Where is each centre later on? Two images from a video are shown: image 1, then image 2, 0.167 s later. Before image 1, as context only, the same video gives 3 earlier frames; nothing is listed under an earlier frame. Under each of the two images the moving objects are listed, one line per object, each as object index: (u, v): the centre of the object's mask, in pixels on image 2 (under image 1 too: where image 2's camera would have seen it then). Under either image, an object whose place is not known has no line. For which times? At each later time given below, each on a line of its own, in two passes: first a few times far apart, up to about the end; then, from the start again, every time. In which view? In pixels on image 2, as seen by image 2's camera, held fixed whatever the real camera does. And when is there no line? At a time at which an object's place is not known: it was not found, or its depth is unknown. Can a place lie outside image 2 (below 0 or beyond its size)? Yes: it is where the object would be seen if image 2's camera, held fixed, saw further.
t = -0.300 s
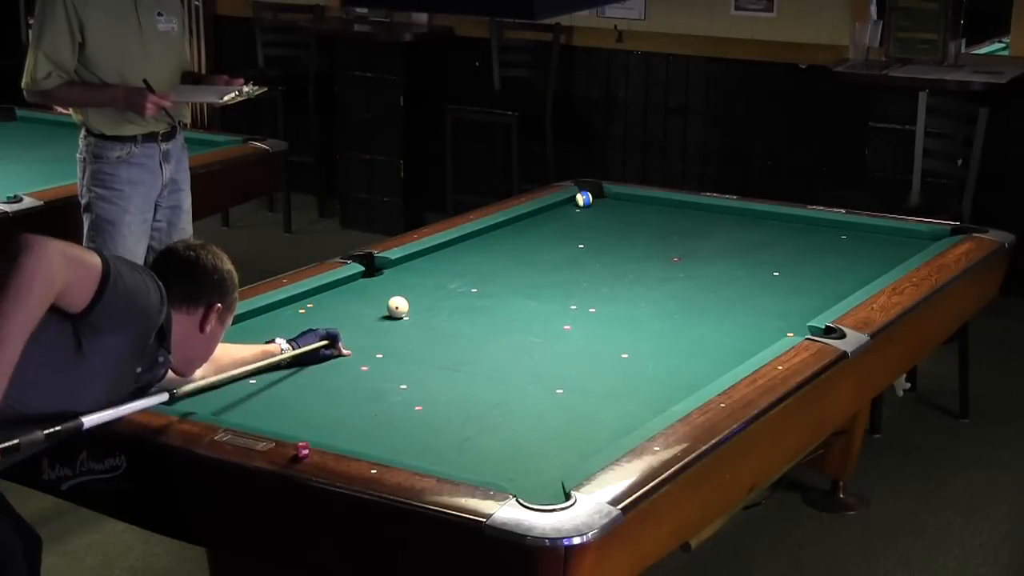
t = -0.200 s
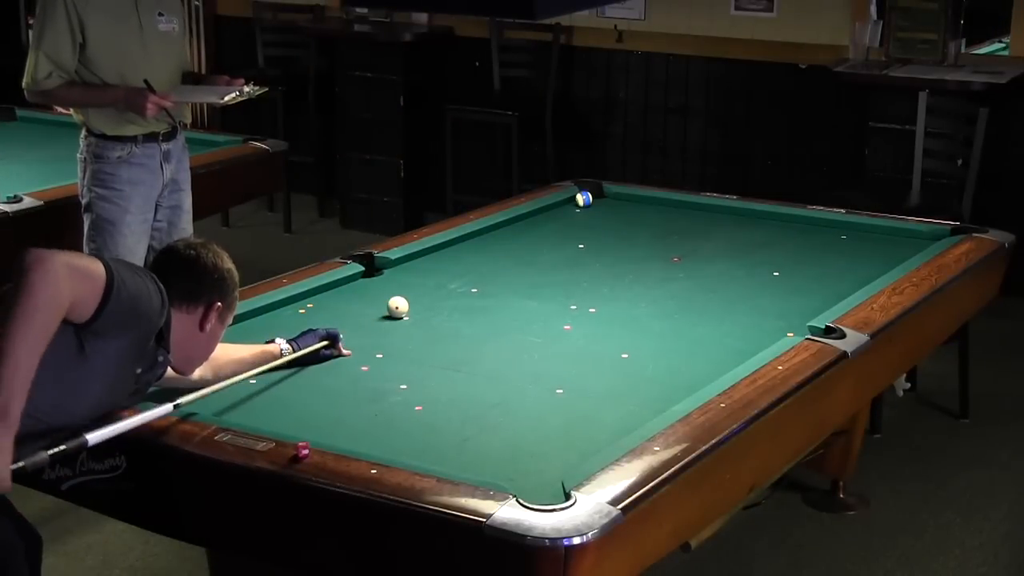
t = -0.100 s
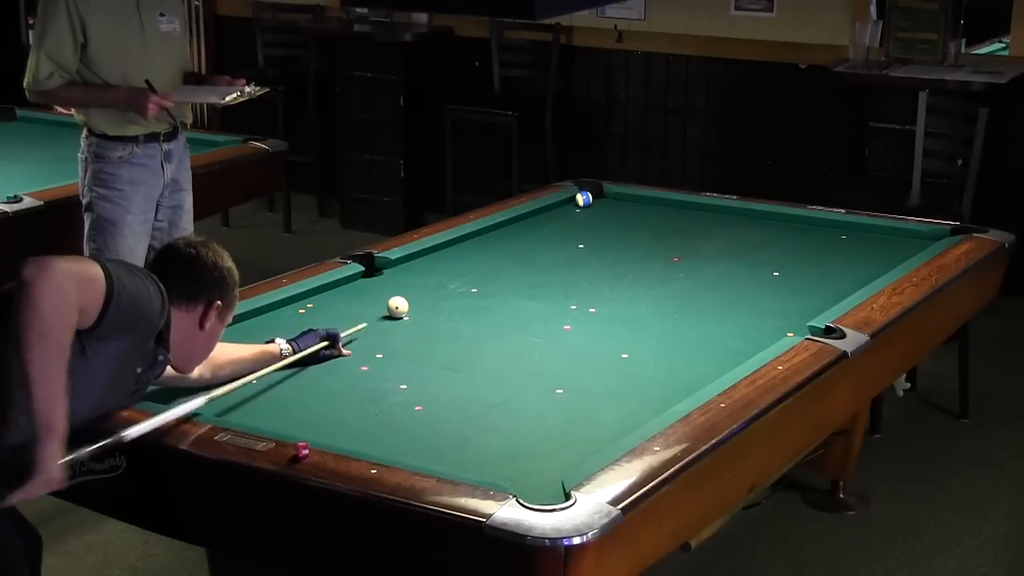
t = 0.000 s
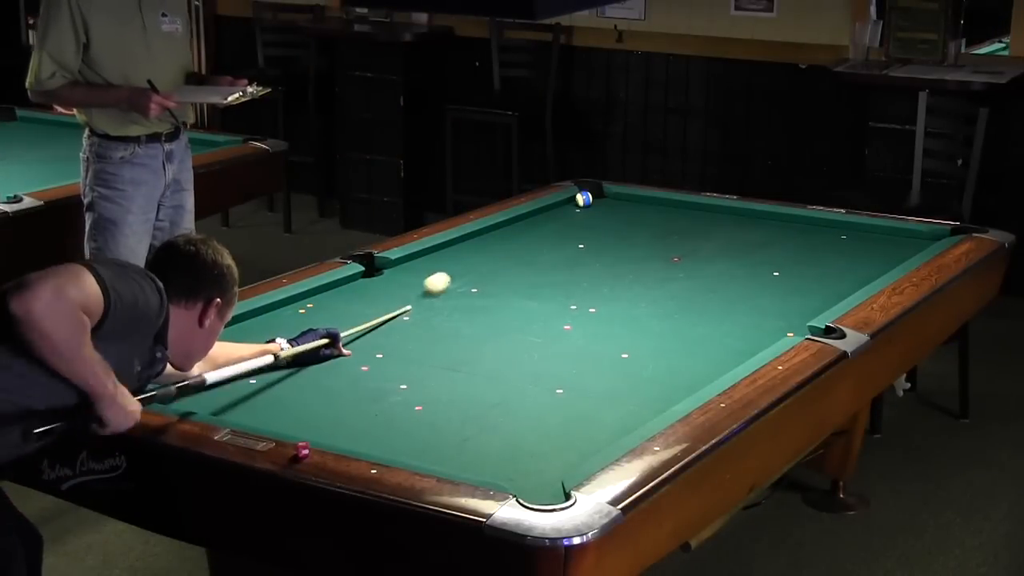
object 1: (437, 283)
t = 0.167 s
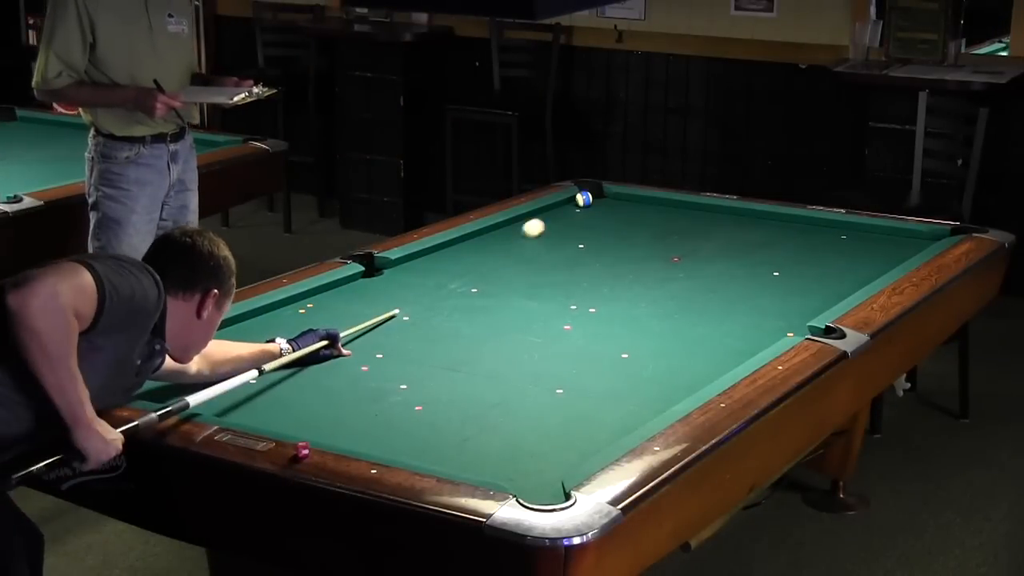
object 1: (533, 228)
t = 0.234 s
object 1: (562, 211)
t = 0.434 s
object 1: (576, 205)
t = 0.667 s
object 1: (570, 210)
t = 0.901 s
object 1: (564, 216)
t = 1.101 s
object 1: (559, 220)
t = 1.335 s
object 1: (553, 225)
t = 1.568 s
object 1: (548, 230)
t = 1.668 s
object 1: (545, 232)
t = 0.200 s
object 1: (548, 219)
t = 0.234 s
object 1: (562, 211)
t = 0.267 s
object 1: (575, 204)
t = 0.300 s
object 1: (579, 202)
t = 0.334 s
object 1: (579, 203)
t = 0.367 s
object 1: (578, 203)
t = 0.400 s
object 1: (577, 204)
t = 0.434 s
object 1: (576, 205)
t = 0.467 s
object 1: (576, 206)
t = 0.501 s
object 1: (575, 206)
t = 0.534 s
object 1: (574, 207)
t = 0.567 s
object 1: (573, 208)
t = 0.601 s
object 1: (572, 209)
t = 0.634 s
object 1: (571, 209)
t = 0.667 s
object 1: (570, 210)
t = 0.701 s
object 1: (569, 211)
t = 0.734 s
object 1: (568, 212)
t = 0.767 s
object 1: (567, 213)
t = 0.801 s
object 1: (566, 213)
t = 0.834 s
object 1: (566, 214)
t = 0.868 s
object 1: (565, 215)
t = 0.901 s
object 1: (564, 216)
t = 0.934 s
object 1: (563, 216)
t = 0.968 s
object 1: (562, 217)
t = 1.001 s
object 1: (561, 218)
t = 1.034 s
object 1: (561, 219)
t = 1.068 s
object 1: (560, 219)
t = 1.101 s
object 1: (559, 220)
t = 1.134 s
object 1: (558, 221)
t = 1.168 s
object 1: (557, 222)
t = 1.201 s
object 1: (557, 222)
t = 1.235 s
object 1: (556, 223)
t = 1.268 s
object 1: (555, 224)
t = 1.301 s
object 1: (554, 224)
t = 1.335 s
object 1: (553, 225)
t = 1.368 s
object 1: (553, 226)
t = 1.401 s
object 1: (552, 227)
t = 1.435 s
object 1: (551, 227)
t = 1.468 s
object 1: (550, 228)
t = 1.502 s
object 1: (549, 228)
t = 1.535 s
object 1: (548, 229)
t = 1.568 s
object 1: (548, 230)
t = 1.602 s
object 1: (547, 230)
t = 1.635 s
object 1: (546, 231)
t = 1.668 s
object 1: (545, 232)
